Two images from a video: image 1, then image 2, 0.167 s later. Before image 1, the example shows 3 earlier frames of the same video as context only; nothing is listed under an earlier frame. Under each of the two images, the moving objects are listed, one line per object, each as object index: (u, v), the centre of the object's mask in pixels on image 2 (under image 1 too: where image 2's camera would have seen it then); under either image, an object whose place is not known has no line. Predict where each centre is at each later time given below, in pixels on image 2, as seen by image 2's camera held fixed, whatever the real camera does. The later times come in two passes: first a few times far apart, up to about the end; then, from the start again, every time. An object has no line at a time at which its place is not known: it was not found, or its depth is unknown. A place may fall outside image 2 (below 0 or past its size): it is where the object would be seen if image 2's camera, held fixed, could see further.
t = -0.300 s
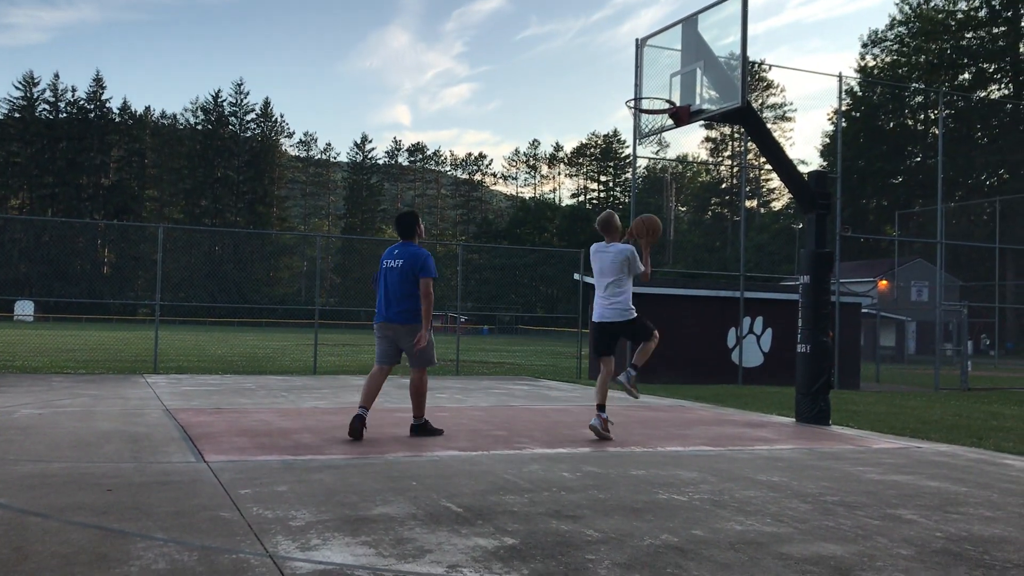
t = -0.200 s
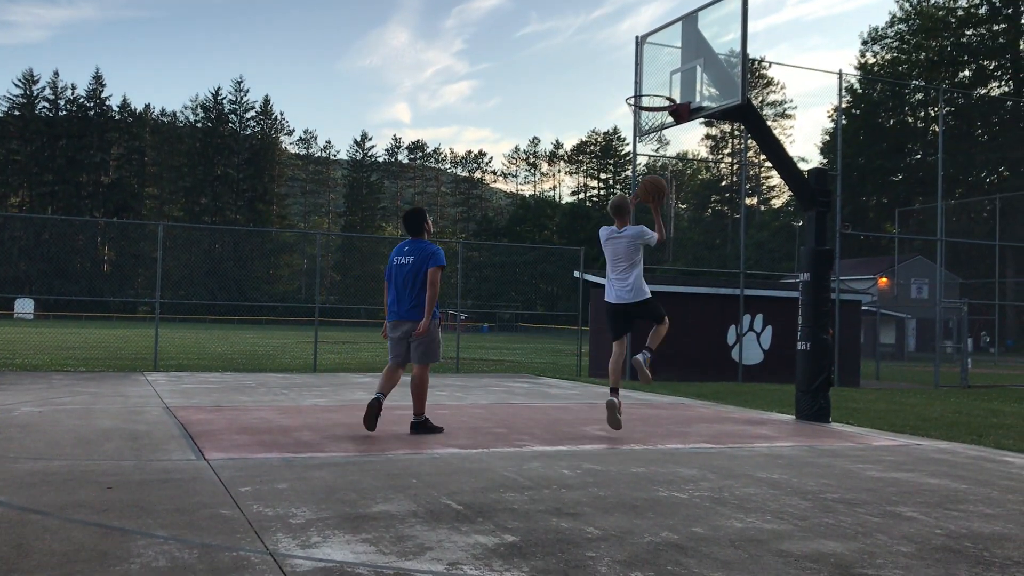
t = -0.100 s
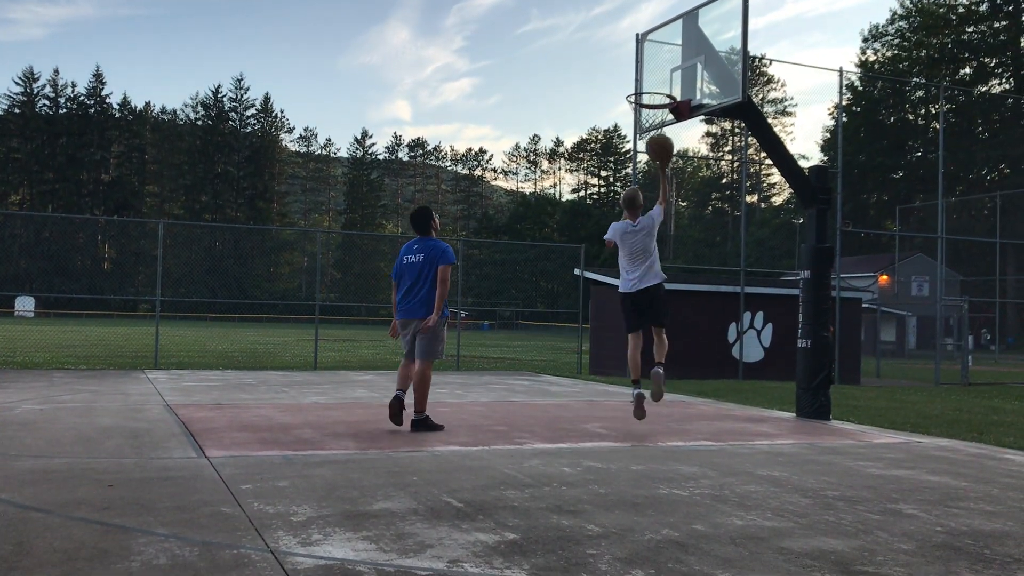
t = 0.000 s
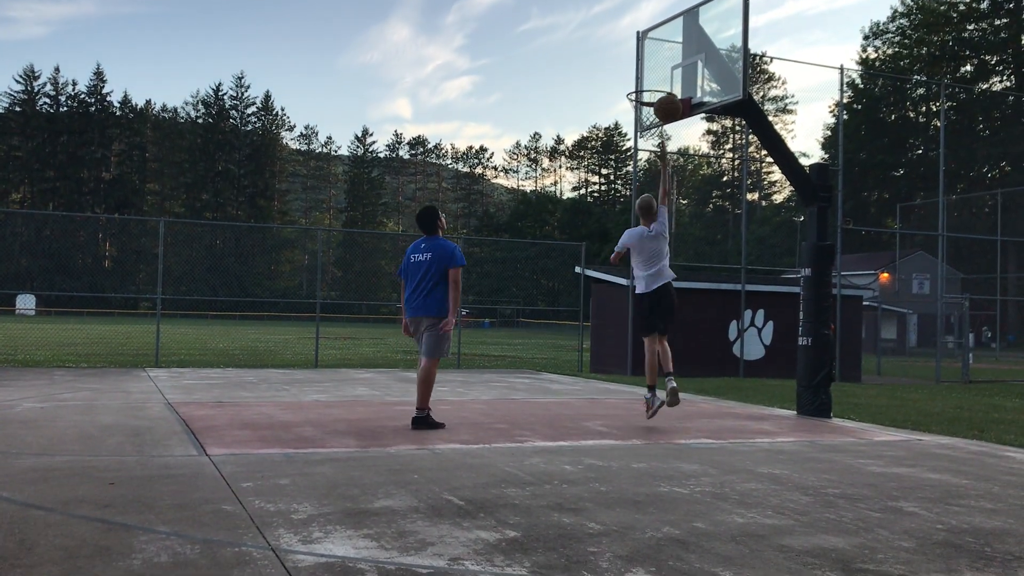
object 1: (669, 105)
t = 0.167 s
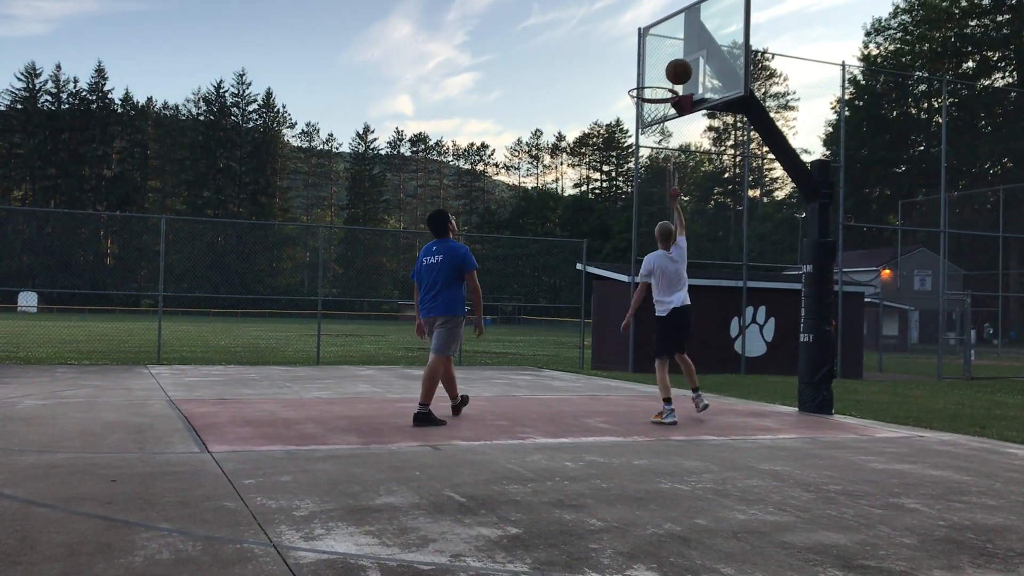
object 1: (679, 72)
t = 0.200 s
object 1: (680, 68)
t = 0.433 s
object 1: (673, 76)
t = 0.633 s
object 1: (637, 114)
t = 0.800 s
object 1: (641, 119)
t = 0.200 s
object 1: (680, 68)
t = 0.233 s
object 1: (682, 67)
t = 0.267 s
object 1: (684, 66)
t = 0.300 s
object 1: (685, 67)
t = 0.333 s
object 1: (687, 69)
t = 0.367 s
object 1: (685, 70)
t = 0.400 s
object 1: (679, 73)
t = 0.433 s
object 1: (673, 76)
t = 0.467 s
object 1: (667, 81)
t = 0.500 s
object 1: (660, 86)
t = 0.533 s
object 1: (654, 93)
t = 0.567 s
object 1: (648, 100)
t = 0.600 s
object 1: (641, 109)
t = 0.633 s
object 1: (637, 114)
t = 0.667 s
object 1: (635, 115)
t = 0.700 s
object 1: (636, 115)
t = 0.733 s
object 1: (637, 115)
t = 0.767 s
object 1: (639, 117)
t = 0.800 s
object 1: (641, 119)
